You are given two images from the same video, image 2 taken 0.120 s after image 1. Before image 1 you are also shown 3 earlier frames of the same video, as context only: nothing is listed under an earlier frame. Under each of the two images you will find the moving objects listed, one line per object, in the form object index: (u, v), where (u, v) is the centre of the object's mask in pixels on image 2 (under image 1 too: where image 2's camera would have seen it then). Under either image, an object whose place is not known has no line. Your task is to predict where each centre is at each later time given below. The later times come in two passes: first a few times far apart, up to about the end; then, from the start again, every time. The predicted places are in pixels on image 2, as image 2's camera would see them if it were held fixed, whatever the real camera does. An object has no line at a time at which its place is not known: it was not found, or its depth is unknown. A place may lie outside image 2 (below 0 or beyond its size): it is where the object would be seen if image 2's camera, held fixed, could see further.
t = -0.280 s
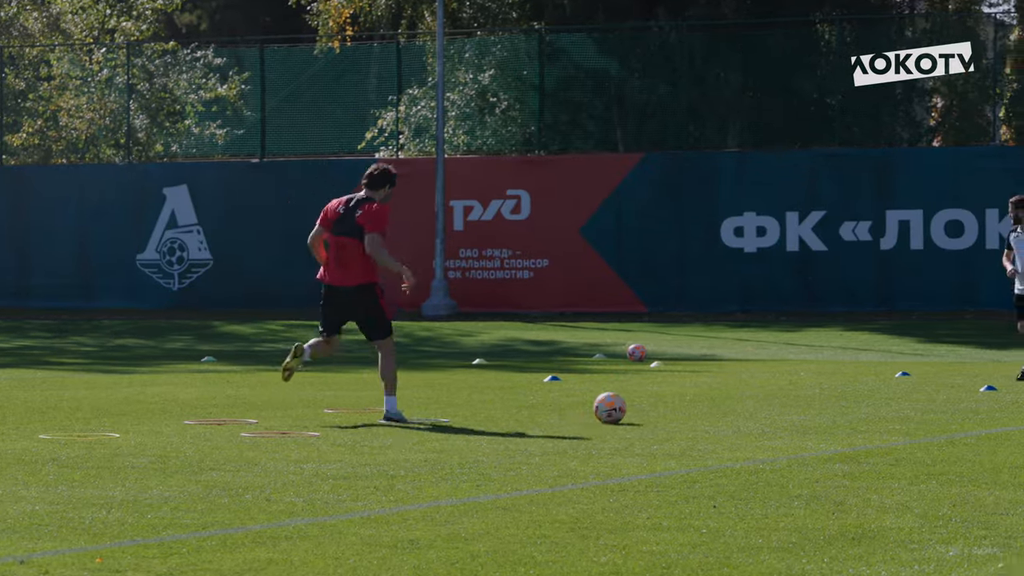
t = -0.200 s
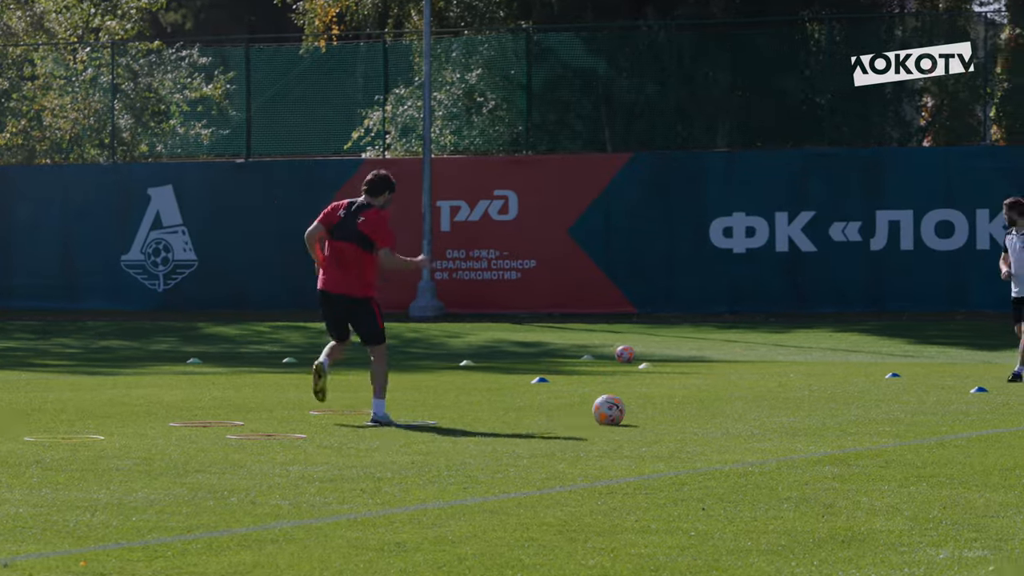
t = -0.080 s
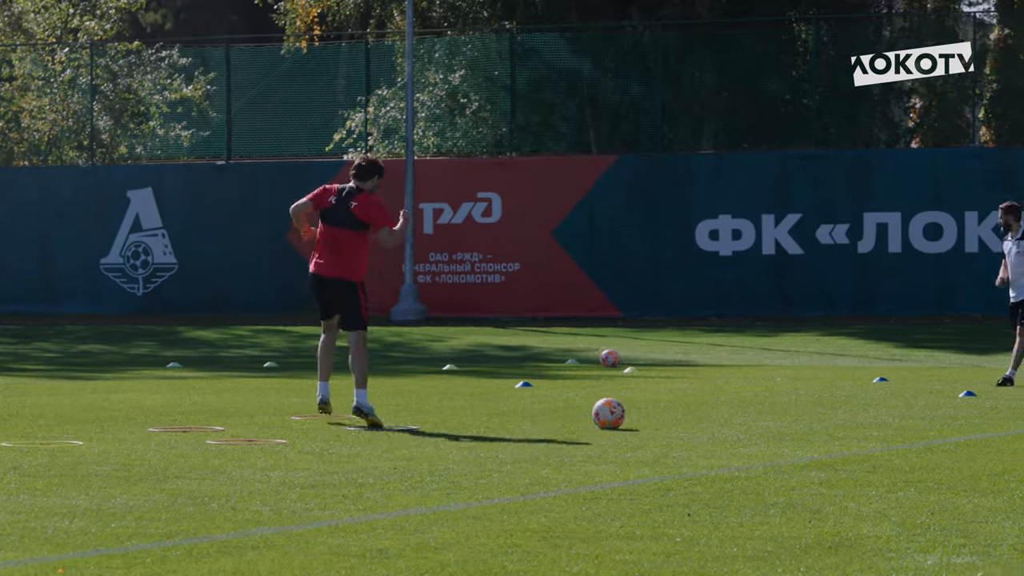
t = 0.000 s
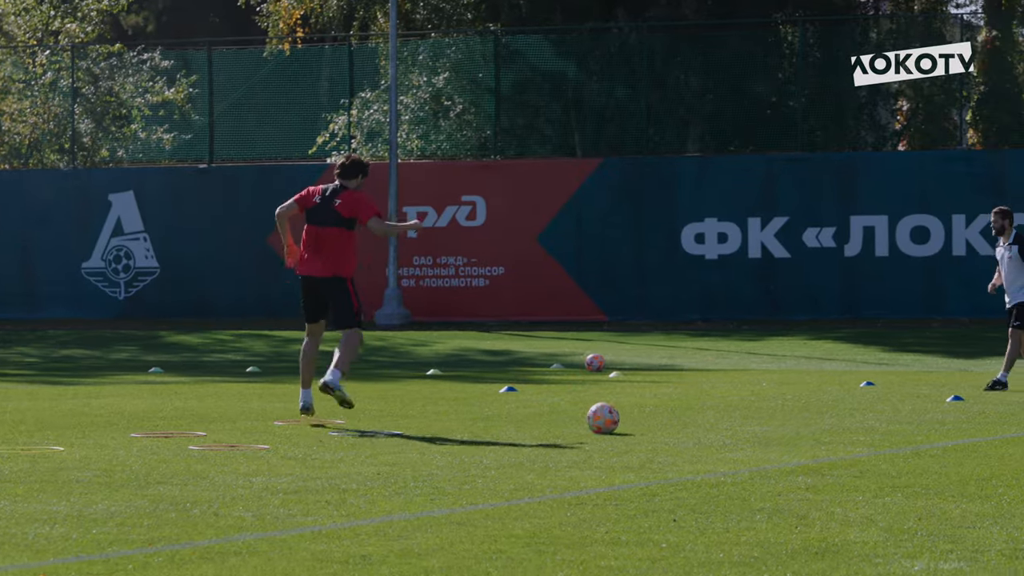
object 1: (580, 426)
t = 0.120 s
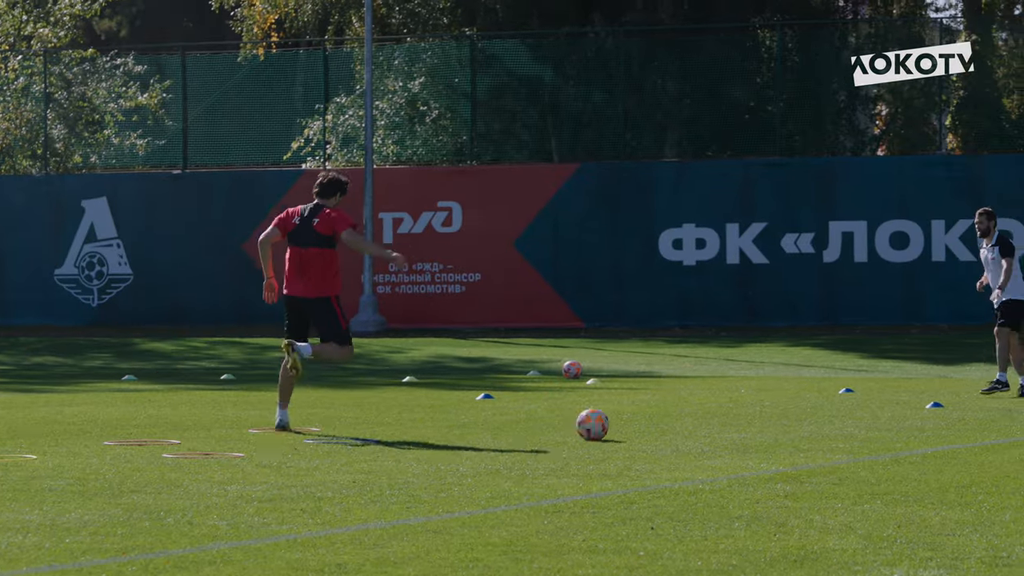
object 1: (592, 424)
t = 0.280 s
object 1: (607, 424)
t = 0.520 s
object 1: (624, 423)
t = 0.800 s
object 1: (637, 423)
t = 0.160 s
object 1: (596, 424)
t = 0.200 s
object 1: (600, 424)
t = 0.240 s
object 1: (603, 424)
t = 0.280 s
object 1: (607, 424)
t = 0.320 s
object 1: (610, 424)
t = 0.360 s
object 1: (613, 424)
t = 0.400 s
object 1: (616, 423)
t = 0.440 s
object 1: (619, 423)
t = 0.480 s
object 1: (621, 423)
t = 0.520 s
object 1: (624, 423)
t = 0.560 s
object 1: (626, 423)
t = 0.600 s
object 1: (628, 423)
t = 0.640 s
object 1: (631, 423)
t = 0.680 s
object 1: (632, 423)
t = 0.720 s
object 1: (634, 423)
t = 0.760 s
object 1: (636, 423)
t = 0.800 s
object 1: (637, 423)
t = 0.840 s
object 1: (639, 422)
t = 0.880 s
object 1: (640, 422)
